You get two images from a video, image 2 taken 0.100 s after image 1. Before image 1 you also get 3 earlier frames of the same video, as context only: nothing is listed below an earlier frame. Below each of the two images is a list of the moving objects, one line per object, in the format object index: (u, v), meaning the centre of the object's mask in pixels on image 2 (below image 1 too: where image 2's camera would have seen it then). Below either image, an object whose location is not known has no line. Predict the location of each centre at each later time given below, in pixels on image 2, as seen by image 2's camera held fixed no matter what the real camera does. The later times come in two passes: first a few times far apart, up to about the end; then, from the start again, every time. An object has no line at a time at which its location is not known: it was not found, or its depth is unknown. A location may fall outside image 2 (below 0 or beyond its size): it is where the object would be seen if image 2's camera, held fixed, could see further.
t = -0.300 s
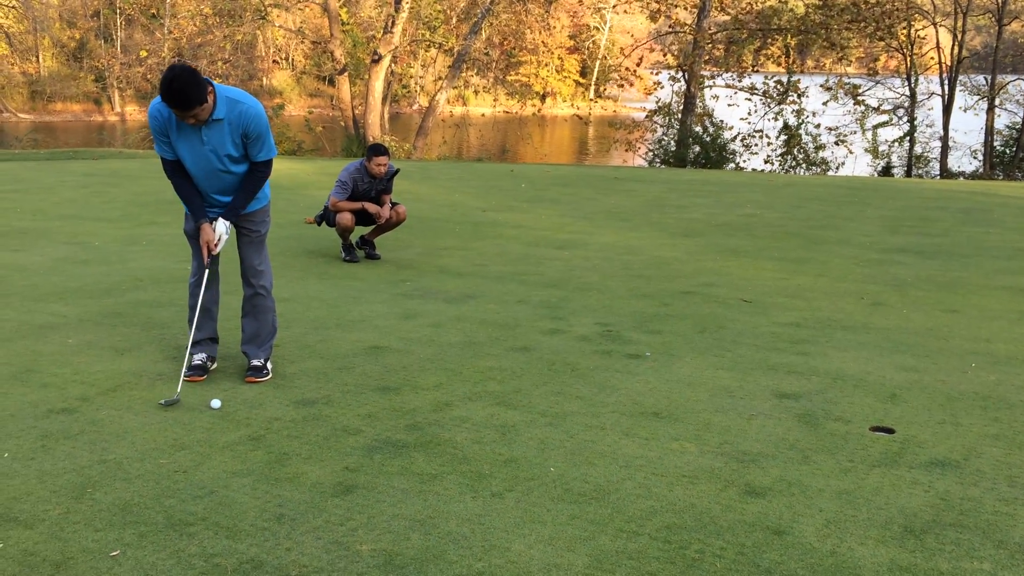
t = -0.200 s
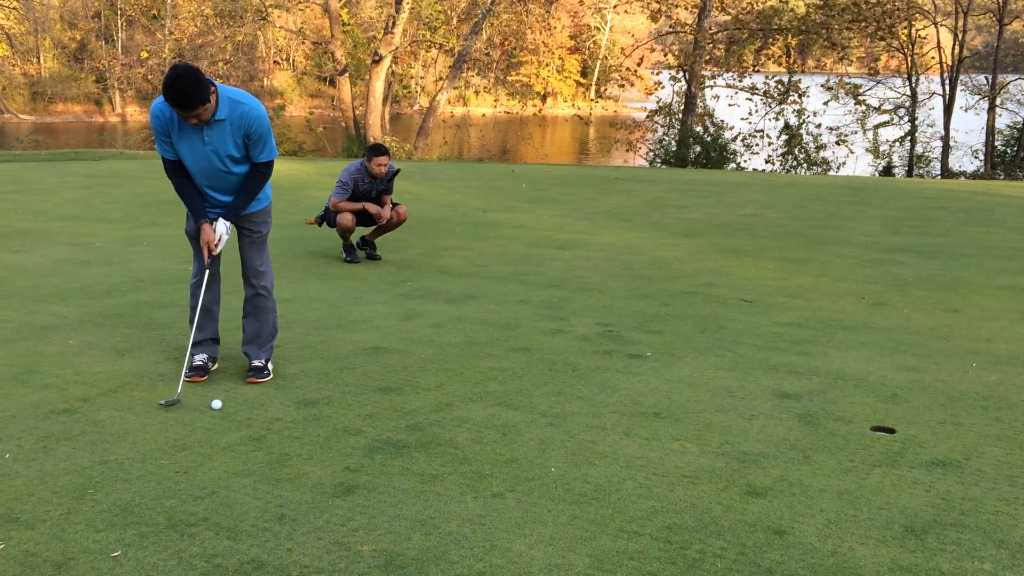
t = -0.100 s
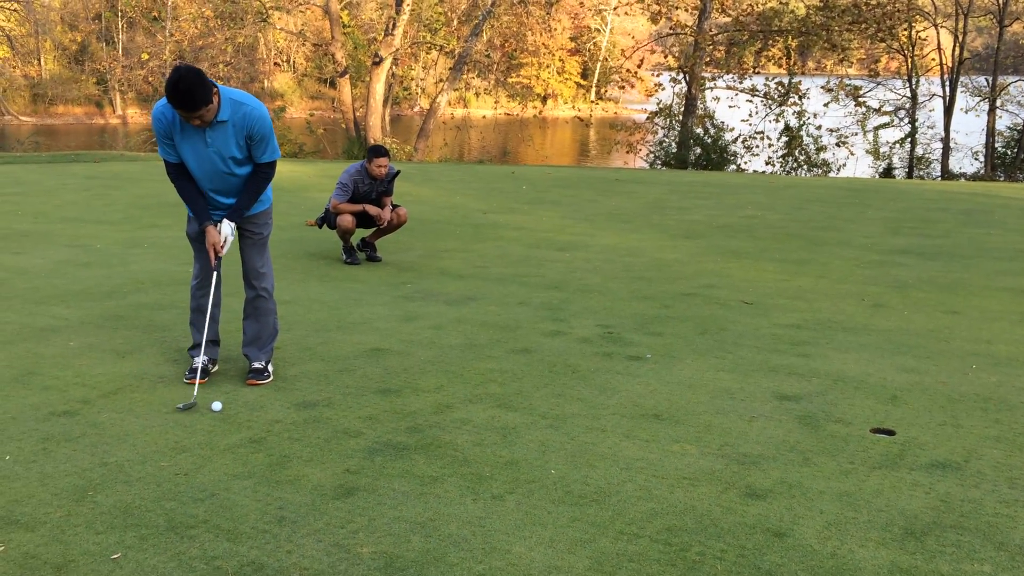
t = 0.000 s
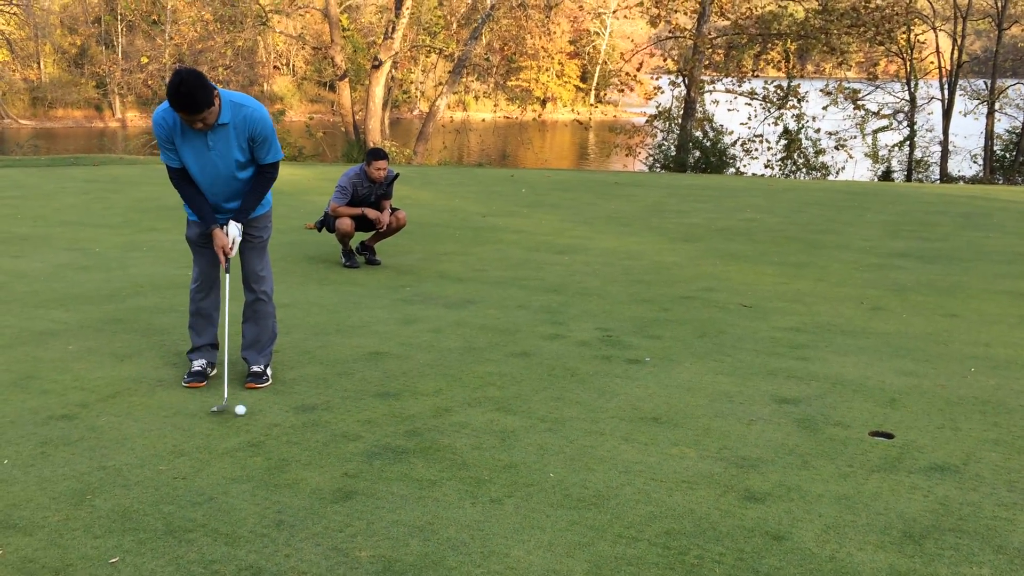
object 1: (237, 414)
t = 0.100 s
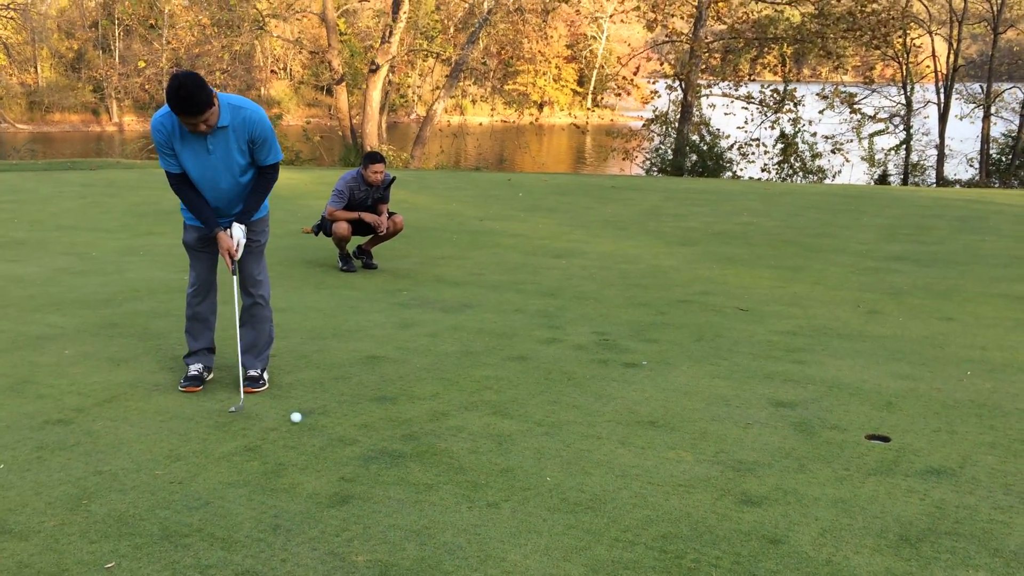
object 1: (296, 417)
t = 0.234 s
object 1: (359, 422)
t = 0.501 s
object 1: (475, 426)
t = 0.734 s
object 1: (568, 429)
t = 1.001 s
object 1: (664, 431)
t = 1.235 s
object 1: (740, 432)
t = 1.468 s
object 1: (807, 431)
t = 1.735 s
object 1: (873, 430)
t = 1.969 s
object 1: (926, 434)
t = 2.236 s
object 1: (976, 436)
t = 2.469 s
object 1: (1010, 437)
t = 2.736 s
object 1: (1037, 437)
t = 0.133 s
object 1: (313, 420)
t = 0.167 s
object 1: (329, 419)
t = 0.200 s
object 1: (344, 420)
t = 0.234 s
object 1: (359, 422)
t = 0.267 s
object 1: (374, 423)
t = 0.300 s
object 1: (389, 424)
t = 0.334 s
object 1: (404, 424)
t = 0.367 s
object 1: (418, 424)
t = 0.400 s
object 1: (432, 425)
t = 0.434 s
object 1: (447, 425)
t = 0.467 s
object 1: (461, 426)
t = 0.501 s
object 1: (475, 426)
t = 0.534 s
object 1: (488, 427)
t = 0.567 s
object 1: (502, 427)
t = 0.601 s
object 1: (516, 428)
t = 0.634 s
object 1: (529, 428)
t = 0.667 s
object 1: (542, 429)
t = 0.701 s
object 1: (555, 428)
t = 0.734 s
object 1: (568, 429)
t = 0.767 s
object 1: (580, 429)
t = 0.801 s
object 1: (593, 430)
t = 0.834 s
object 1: (605, 430)
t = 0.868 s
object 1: (617, 430)
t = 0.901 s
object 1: (629, 430)
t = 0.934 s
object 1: (641, 431)
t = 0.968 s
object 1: (653, 431)
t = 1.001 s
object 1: (664, 431)
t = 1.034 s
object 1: (676, 431)
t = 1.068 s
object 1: (687, 431)
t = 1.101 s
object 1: (698, 431)
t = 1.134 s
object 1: (709, 432)
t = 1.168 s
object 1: (720, 432)
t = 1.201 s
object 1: (730, 431)
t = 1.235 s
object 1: (740, 432)
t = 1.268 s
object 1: (750, 431)
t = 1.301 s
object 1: (760, 432)
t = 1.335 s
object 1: (770, 432)
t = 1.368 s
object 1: (779, 431)
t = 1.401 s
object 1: (789, 431)
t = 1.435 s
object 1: (798, 432)
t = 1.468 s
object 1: (807, 431)
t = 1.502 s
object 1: (816, 431)
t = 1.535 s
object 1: (824, 431)
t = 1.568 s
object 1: (833, 431)
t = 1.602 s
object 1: (842, 431)
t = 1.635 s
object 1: (850, 430)
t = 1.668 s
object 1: (858, 430)
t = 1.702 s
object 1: (865, 430)
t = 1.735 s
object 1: (873, 430)
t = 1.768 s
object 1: (881, 430)
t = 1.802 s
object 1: (889, 430)
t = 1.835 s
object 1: (897, 431)
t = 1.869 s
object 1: (905, 431)
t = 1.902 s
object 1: (912, 432)
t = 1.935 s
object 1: (919, 433)
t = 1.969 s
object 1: (926, 434)
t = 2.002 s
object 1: (933, 434)
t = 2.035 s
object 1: (940, 434)
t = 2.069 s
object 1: (946, 435)
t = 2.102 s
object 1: (953, 435)
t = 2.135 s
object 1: (959, 435)
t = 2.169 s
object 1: (965, 435)
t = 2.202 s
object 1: (971, 436)
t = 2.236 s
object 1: (976, 436)
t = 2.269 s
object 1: (981, 436)
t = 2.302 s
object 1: (987, 436)
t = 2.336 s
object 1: (992, 436)
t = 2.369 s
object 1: (997, 436)
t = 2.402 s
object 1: (1002, 436)
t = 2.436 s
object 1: (1006, 437)
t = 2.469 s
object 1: (1010, 437)
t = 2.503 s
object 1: (1014, 437)
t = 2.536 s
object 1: (1018, 437)
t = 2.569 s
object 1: (1021, 437)
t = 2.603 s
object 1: (1025, 437)
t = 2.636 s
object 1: (1029, 437)
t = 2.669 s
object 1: (1031, 437)
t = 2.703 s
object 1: (1034, 437)
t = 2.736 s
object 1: (1037, 437)
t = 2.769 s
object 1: (1040, 437)
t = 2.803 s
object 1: (1042, 437)
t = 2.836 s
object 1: (1044, 437)
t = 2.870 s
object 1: (1046, 437)
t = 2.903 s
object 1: (1048, 437)
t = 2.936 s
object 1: (1050, 437)
